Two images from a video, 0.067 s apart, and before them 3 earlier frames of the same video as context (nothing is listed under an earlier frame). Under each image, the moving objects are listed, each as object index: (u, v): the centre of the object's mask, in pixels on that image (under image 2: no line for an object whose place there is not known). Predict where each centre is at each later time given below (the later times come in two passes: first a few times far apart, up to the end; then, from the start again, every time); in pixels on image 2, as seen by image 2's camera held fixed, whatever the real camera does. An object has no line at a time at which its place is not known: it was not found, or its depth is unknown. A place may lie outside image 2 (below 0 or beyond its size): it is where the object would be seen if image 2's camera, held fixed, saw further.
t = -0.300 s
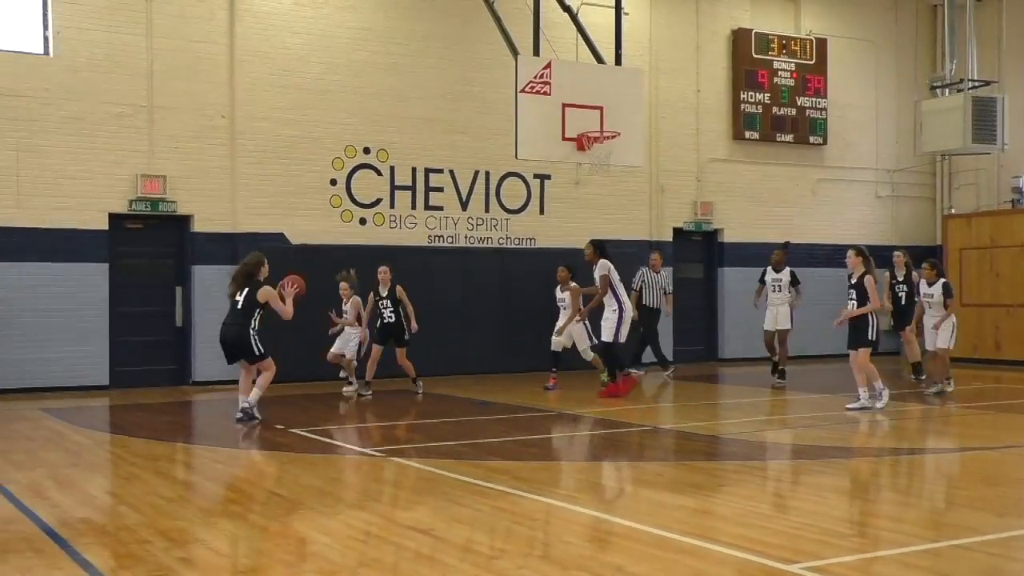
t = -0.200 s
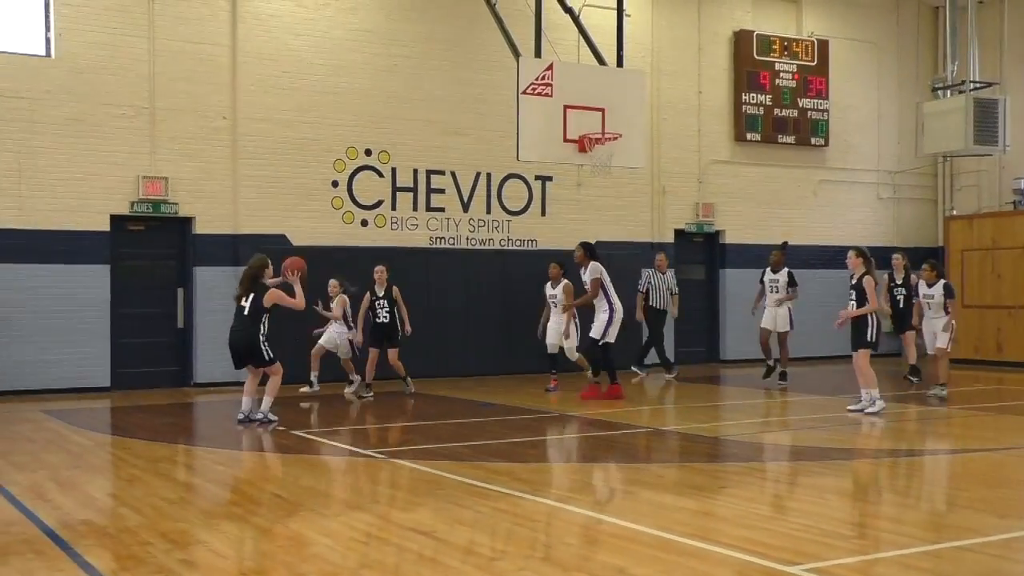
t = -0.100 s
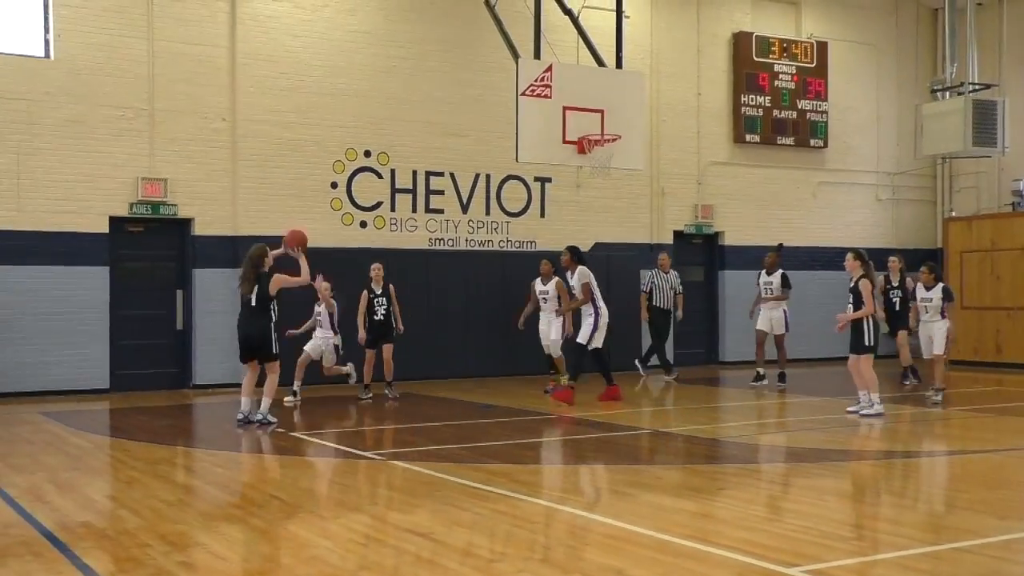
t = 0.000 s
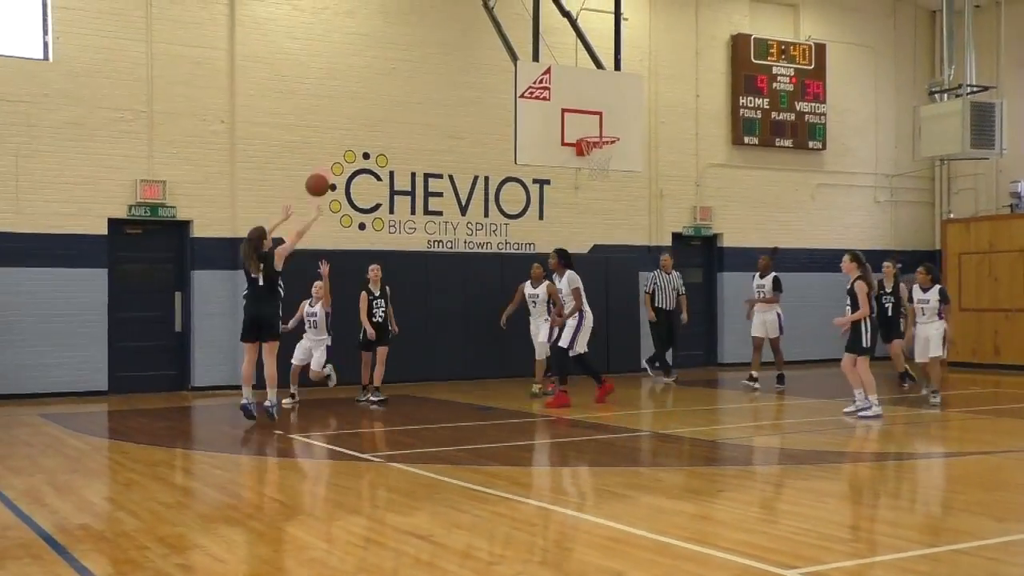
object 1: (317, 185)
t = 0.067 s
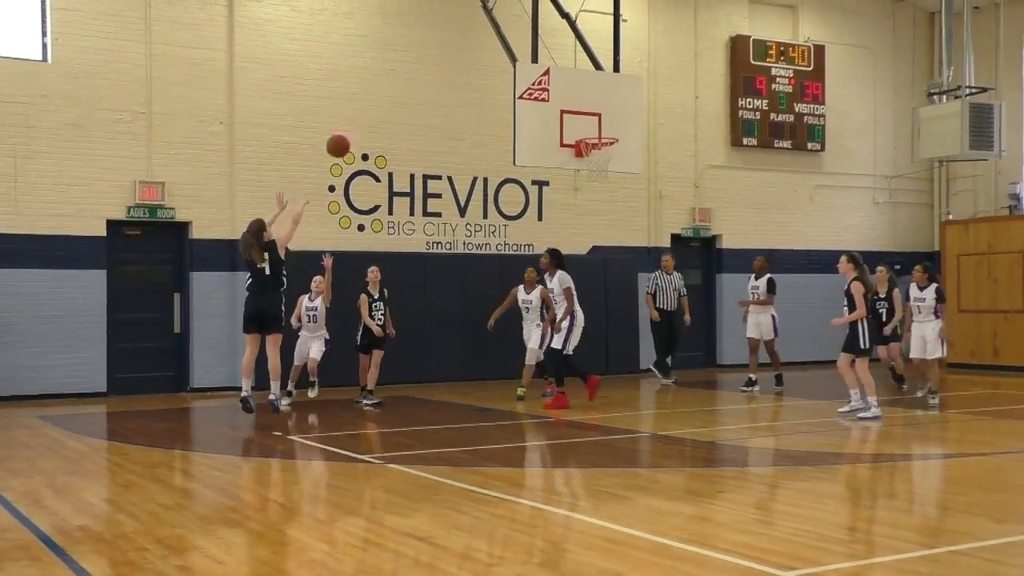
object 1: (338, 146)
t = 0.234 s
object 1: (390, 69)
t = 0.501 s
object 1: (466, 9)
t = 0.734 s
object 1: (526, 12)
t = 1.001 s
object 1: (588, 71)
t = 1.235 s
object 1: (638, 138)
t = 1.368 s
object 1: (668, 159)
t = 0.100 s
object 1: (348, 128)
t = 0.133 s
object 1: (359, 111)
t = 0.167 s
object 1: (369, 96)
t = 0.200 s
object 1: (379, 82)
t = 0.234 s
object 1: (390, 69)
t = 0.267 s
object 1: (400, 58)
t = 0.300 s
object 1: (410, 47)
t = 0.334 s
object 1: (420, 38)
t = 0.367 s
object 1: (429, 30)
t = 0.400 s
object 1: (439, 23)
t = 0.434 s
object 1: (448, 17)
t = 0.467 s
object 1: (457, 12)
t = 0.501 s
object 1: (466, 9)
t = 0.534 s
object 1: (475, 7)
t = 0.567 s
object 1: (484, 5)
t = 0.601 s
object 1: (493, 4)
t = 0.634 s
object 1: (501, 5)
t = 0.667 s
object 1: (509, 6)
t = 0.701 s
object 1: (518, 9)
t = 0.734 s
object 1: (526, 12)
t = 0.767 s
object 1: (534, 17)
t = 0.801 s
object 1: (543, 22)
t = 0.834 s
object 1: (550, 28)
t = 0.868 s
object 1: (558, 35)
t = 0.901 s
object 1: (566, 43)
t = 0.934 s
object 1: (573, 51)
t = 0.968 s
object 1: (581, 60)
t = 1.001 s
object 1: (588, 71)
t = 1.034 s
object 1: (595, 82)
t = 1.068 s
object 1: (602, 94)
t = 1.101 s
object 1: (609, 107)
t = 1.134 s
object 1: (616, 121)
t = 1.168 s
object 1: (623, 133)
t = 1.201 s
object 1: (631, 135)
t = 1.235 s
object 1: (638, 138)
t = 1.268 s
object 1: (646, 142)
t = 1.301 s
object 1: (653, 147)
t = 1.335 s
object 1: (660, 153)
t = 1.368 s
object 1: (668, 159)
